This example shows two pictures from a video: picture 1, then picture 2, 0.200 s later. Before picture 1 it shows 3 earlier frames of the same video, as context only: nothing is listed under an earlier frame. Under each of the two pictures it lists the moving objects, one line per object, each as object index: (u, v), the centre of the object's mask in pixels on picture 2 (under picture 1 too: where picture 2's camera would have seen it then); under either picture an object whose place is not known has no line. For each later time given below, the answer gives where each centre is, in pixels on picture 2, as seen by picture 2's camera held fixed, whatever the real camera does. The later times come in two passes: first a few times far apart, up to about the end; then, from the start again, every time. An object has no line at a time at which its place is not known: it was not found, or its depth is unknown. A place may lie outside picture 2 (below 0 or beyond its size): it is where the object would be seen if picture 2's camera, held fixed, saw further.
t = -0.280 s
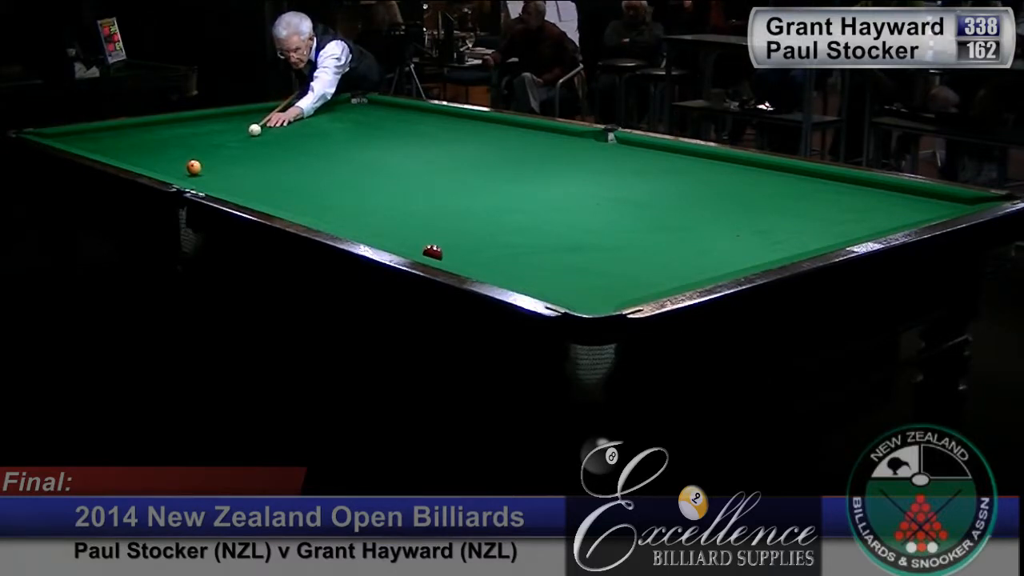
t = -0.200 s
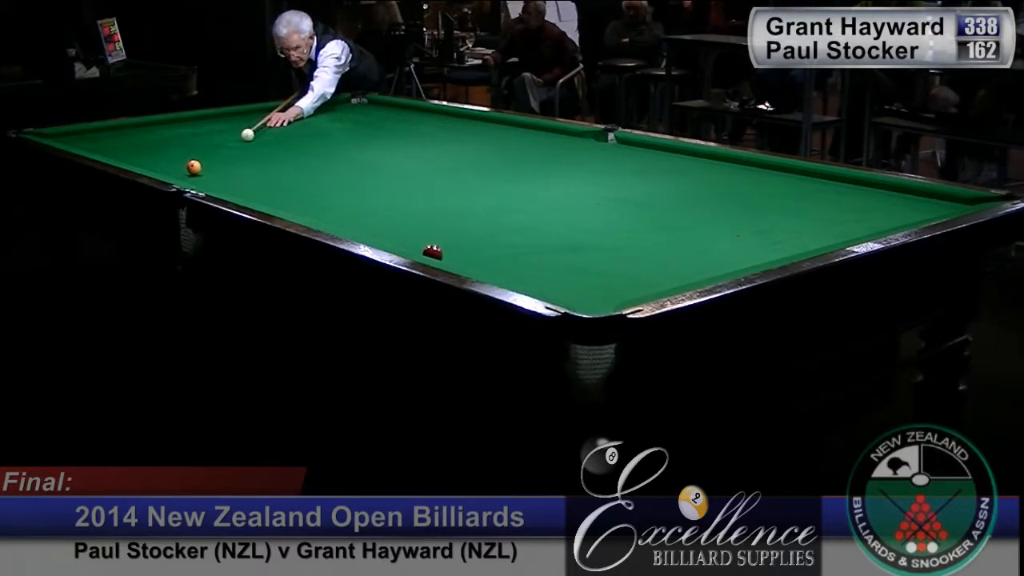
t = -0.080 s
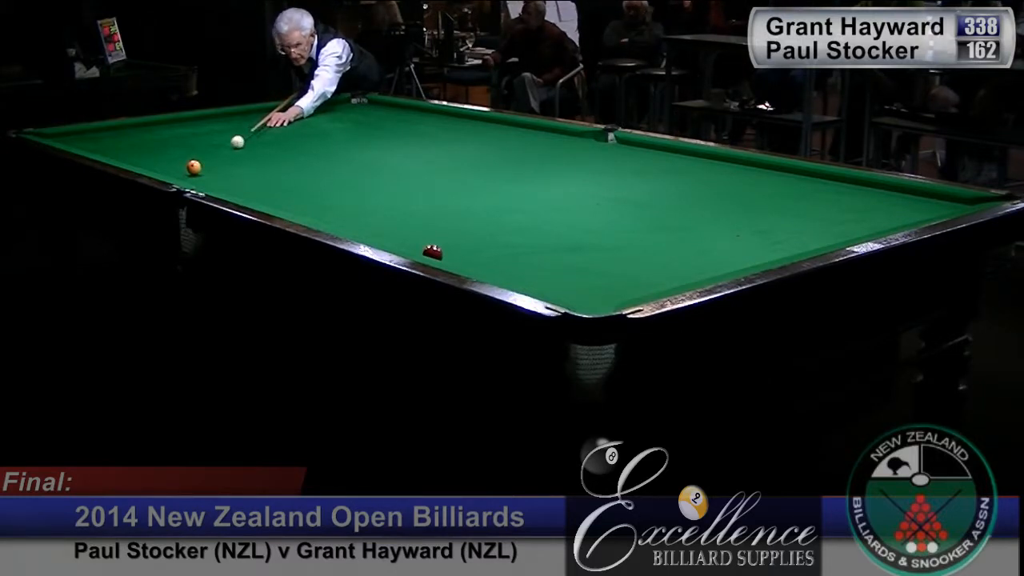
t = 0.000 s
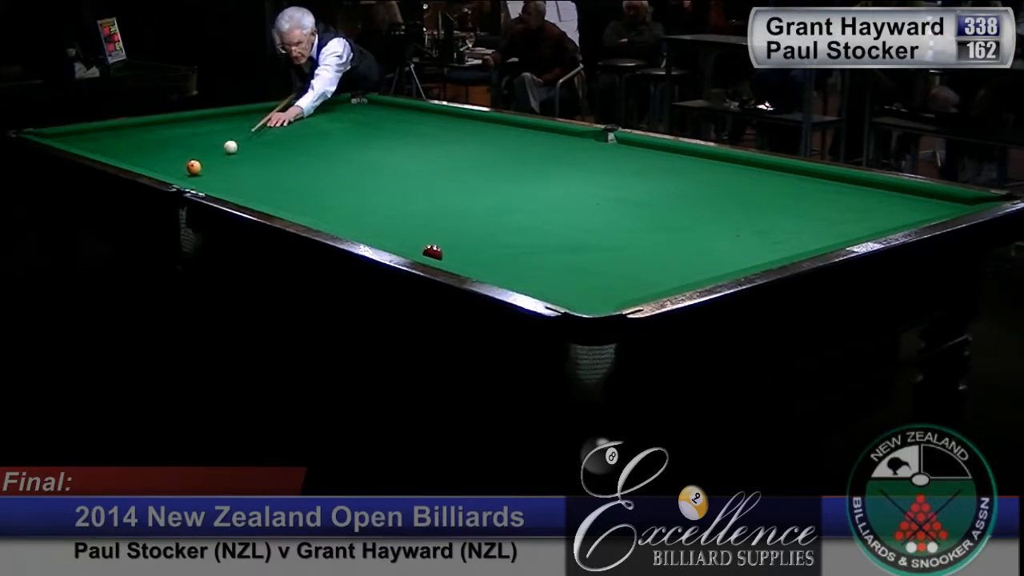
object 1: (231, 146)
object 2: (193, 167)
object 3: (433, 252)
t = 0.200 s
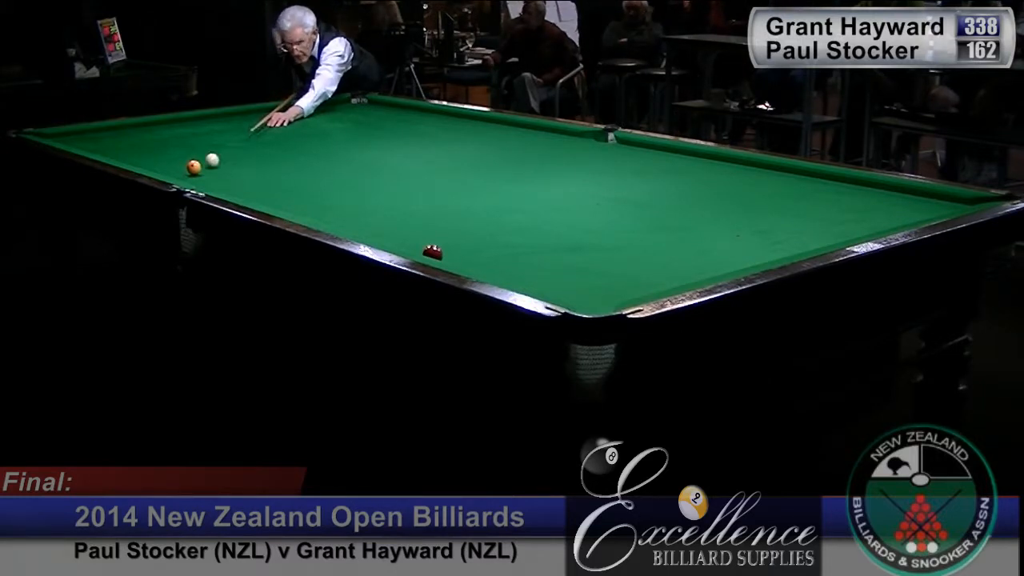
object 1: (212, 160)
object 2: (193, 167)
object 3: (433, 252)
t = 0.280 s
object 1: (206, 165)
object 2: (191, 168)
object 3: (433, 252)
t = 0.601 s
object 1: (235, 175)
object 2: (184, 173)
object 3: (433, 252)
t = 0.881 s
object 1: (258, 186)
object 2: (222, 170)
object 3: (433, 252)
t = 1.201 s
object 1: (287, 198)
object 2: (263, 167)
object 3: (433, 252)
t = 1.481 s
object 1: (314, 210)
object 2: (296, 164)
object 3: (433, 252)
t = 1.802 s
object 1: (346, 222)
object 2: (330, 162)
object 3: (433, 252)
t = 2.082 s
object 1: (376, 234)
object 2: (358, 160)
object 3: (433, 252)
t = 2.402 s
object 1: (412, 247)
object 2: (387, 158)
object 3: (433, 252)
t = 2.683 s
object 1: (428, 250)
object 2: (410, 157)
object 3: (463, 258)
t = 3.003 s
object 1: (443, 253)
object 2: (433, 155)
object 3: (496, 264)
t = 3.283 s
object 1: (454, 255)
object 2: (451, 154)
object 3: (523, 268)
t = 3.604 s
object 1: (462, 256)
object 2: (469, 152)
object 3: (549, 271)
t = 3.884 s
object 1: (466, 257)
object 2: (482, 151)
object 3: (570, 274)
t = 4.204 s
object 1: (466, 257)
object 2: (496, 151)
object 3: (589, 277)
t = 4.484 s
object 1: (466, 257)
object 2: (505, 150)
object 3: (604, 279)
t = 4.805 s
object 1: (466, 257)
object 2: (513, 149)
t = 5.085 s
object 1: (466, 257)
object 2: (519, 149)
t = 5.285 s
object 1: (466, 257)
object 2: (522, 149)
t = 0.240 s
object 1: (208, 163)
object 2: (193, 167)
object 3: (433, 252)
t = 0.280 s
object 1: (206, 165)
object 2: (191, 168)
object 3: (433, 252)
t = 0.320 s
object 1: (211, 166)
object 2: (182, 169)
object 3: (433, 252)
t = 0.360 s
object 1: (216, 167)
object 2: (175, 171)
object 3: (433, 252)
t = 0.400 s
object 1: (219, 168)
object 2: (168, 171)
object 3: (433, 252)
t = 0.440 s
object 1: (222, 170)
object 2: (162, 172)
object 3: (433, 252)
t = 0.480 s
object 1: (225, 171)
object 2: (167, 172)
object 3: (433, 252)
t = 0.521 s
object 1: (228, 173)
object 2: (173, 172)
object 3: (433, 252)
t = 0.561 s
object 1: (232, 174)
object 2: (178, 172)
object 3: (433, 252)
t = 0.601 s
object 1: (235, 175)
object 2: (184, 173)
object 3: (433, 252)
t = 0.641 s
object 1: (238, 177)
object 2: (189, 173)
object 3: (433, 252)
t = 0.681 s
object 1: (241, 178)
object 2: (195, 172)
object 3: (433, 252)
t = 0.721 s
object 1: (245, 180)
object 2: (200, 172)
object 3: (433, 252)
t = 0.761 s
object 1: (248, 181)
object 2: (206, 172)
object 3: (433, 252)
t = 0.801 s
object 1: (252, 183)
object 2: (212, 171)
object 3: (433, 252)
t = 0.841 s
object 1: (255, 184)
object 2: (217, 171)
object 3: (433, 252)
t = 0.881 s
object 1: (258, 186)
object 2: (222, 170)
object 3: (433, 252)
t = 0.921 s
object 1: (262, 187)
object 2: (228, 170)
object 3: (433, 252)
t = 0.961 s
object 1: (265, 189)
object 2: (233, 169)
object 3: (433, 252)
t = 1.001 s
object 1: (269, 191)
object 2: (238, 169)
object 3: (433, 252)
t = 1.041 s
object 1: (273, 192)
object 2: (243, 168)
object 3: (433, 252)
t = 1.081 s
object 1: (276, 194)
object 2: (248, 168)
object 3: (433, 252)
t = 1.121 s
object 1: (279, 195)
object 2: (253, 168)
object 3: (433, 252)
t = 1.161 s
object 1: (283, 197)
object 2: (258, 167)
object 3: (433, 252)
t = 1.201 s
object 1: (287, 198)
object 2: (263, 167)
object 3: (433, 252)
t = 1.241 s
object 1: (291, 201)
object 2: (268, 167)
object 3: (433, 252)
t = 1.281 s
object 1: (295, 202)
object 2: (273, 166)
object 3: (433, 252)
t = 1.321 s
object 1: (298, 204)
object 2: (278, 166)
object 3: (433, 252)
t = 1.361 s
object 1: (302, 205)
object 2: (282, 166)
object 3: (433, 252)
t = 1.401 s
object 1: (306, 207)
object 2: (287, 165)
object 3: (433, 252)
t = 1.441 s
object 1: (310, 209)
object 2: (292, 165)
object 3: (433, 252)
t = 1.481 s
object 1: (314, 210)
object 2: (296, 164)
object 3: (433, 252)
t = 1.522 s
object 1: (318, 212)
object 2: (300, 164)
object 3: (433, 252)
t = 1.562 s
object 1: (322, 214)
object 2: (305, 164)
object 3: (433, 252)
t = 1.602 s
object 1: (326, 215)
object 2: (310, 164)
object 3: (433, 252)
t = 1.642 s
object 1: (330, 216)
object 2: (314, 163)
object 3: (433, 252)
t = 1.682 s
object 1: (334, 218)
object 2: (318, 163)
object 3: (433, 252)
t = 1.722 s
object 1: (338, 220)
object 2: (322, 163)
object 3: (433, 252)
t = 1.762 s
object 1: (342, 221)
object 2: (327, 162)
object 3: (433, 252)
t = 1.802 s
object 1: (346, 222)
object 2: (330, 162)
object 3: (433, 252)
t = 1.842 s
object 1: (350, 224)
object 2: (335, 162)
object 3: (433, 252)
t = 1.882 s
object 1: (354, 226)
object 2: (339, 161)
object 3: (433, 252)
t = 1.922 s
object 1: (358, 227)
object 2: (343, 161)
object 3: (433, 252)
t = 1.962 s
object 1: (362, 229)
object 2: (347, 161)
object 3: (433, 252)
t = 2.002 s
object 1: (367, 231)
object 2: (351, 161)
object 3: (433, 252)
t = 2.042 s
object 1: (371, 232)
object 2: (355, 160)
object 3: (433, 252)
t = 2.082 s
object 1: (376, 234)
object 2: (358, 160)
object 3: (433, 252)
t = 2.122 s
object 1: (380, 235)
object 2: (362, 160)
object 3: (433, 252)
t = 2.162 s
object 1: (384, 237)
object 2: (366, 160)
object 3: (433, 252)
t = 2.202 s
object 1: (388, 238)
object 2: (369, 160)
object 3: (433, 252)
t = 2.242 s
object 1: (393, 240)
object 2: (373, 159)
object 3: (433, 252)
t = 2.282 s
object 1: (397, 242)
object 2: (376, 159)
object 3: (433, 252)
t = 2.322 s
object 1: (402, 244)
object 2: (380, 159)
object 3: (433, 252)
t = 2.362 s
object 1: (406, 246)
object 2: (384, 158)
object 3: (433, 252)
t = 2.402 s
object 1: (412, 247)
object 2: (387, 158)
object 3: (433, 252)
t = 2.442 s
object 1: (415, 248)
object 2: (390, 158)
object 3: (435, 252)
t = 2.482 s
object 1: (417, 249)
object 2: (394, 158)
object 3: (441, 254)
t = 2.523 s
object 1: (419, 249)
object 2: (397, 157)
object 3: (446, 254)
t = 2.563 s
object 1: (421, 249)
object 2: (400, 157)
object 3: (450, 255)
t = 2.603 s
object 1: (424, 250)
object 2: (403, 157)
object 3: (455, 256)
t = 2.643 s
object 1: (426, 250)
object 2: (407, 157)
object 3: (459, 257)
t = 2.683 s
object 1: (428, 250)
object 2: (410, 157)
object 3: (463, 258)
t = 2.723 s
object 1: (430, 251)
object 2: (413, 157)
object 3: (467, 259)
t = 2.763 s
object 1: (432, 251)
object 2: (416, 157)
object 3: (472, 260)
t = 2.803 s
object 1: (434, 252)
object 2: (419, 156)
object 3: (476, 260)
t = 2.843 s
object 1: (436, 252)
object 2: (421, 156)
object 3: (480, 261)
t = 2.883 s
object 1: (438, 252)
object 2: (424, 156)
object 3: (484, 262)
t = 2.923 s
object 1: (440, 253)
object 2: (427, 156)
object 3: (488, 263)
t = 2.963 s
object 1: (442, 253)
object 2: (430, 155)
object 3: (492, 263)
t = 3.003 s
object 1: (443, 253)
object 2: (433, 155)
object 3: (496, 264)
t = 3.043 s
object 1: (445, 254)
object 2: (436, 155)
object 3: (500, 265)
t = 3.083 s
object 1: (446, 254)
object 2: (438, 155)
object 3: (504, 265)
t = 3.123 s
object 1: (448, 254)
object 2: (441, 154)
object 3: (508, 266)
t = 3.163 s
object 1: (450, 255)
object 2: (443, 154)
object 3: (511, 266)
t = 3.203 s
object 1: (451, 255)
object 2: (446, 154)
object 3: (515, 267)
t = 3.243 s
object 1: (452, 255)
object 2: (449, 154)
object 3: (519, 267)
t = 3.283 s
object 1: (454, 255)
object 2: (451, 154)
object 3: (523, 268)
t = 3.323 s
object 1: (455, 255)
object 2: (453, 154)
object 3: (526, 268)
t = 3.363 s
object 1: (456, 256)
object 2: (456, 154)
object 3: (529, 269)
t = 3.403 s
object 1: (457, 256)
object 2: (458, 153)
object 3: (533, 269)
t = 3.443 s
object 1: (458, 256)
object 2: (460, 153)
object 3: (536, 269)
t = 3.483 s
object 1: (459, 256)
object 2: (462, 153)
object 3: (540, 270)
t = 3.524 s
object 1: (460, 256)
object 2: (465, 153)
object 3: (543, 270)
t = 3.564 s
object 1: (461, 256)
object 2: (467, 153)
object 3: (546, 271)
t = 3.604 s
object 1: (462, 256)
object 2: (469, 152)
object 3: (549, 271)
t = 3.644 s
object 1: (463, 256)
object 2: (471, 152)
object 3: (552, 272)
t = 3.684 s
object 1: (463, 257)
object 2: (473, 152)
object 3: (556, 272)
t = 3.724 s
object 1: (464, 257)
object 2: (475, 152)
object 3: (558, 272)
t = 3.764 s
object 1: (464, 257)
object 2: (477, 152)
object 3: (561, 273)
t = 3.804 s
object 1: (465, 257)
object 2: (479, 152)
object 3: (564, 273)
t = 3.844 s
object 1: (465, 257)
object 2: (481, 151)
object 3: (567, 274)
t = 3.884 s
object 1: (466, 257)
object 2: (482, 151)
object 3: (570, 274)
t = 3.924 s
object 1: (466, 257)
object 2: (484, 151)
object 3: (572, 275)
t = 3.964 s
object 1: (466, 257)
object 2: (486, 151)
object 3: (575, 275)
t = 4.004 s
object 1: (466, 257)
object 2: (487, 151)
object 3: (577, 275)
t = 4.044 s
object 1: (466, 257)
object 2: (489, 151)
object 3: (580, 276)
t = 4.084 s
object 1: (466, 257)
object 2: (491, 151)
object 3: (582, 276)
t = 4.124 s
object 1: (466, 257)
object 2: (492, 151)
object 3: (585, 276)
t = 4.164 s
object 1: (466, 257)
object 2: (494, 151)
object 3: (587, 277)
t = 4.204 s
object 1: (466, 257)
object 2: (496, 151)
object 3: (589, 277)
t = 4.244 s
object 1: (466, 257)
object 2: (497, 150)
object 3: (592, 277)
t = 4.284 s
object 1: (466, 257)
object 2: (498, 150)
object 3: (594, 278)
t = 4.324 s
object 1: (466, 257)
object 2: (500, 150)
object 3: (596, 278)
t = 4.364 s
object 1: (466, 257)
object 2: (501, 150)
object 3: (598, 278)
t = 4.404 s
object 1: (466, 257)
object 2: (503, 150)
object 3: (600, 278)
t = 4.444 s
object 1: (466, 257)
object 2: (504, 150)
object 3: (602, 278)
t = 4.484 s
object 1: (466, 257)
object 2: (505, 150)
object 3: (604, 279)
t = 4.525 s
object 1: (466, 257)
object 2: (506, 150)
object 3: (605, 279)
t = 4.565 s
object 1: (466, 257)
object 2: (508, 150)
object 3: (607, 279)
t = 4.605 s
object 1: (466, 257)
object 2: (508, 150)
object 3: (609, 279)
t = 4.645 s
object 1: (466, 257)
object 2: (510, 150)
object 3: (610, 280)
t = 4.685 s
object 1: (466, 257)
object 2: (511, 150)
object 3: (612, 280)
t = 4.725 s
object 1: (466, 257)
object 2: (512, 150)
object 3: (613, 280)
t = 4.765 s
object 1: (466, 257)
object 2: (512, 149)
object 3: (609, 280)
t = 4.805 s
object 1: (466, 257)
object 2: (513, 149)
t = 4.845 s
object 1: (466, 257)
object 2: (514, 149)
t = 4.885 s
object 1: (466, 257)
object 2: (515, 149)
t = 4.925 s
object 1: (466, 257)
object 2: (516, 149)
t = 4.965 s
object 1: (466, 257)
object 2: (517, 149)
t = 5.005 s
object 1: (466, 257)
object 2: (518, 149)
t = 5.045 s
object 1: (466, 257)
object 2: (518, 149)
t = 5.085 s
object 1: (466, 257)
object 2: (519, 149)
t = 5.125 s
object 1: (466, 257)
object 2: (520, 149)
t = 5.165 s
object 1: (466, 257)
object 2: (520, 149)
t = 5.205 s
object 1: (466, 257)
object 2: (521, 149)
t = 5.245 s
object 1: (466, 257)
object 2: (521, 149)
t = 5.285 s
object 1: (466, 257)
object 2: (522, 149)
